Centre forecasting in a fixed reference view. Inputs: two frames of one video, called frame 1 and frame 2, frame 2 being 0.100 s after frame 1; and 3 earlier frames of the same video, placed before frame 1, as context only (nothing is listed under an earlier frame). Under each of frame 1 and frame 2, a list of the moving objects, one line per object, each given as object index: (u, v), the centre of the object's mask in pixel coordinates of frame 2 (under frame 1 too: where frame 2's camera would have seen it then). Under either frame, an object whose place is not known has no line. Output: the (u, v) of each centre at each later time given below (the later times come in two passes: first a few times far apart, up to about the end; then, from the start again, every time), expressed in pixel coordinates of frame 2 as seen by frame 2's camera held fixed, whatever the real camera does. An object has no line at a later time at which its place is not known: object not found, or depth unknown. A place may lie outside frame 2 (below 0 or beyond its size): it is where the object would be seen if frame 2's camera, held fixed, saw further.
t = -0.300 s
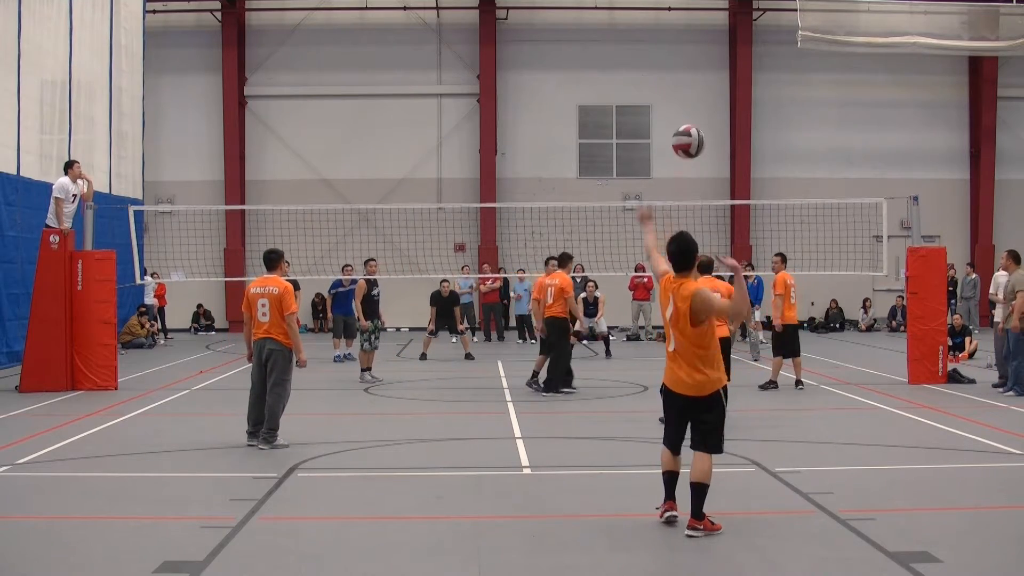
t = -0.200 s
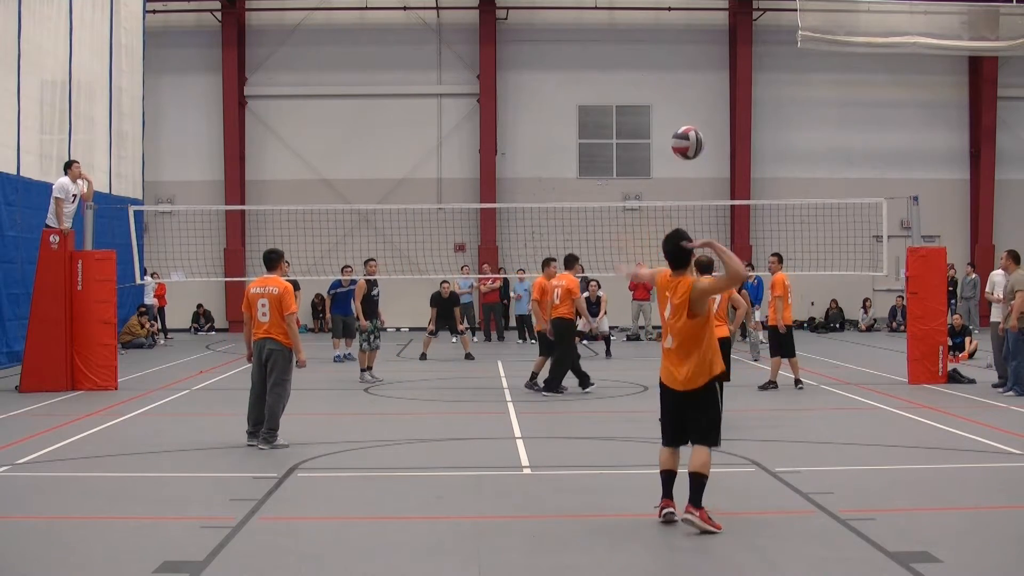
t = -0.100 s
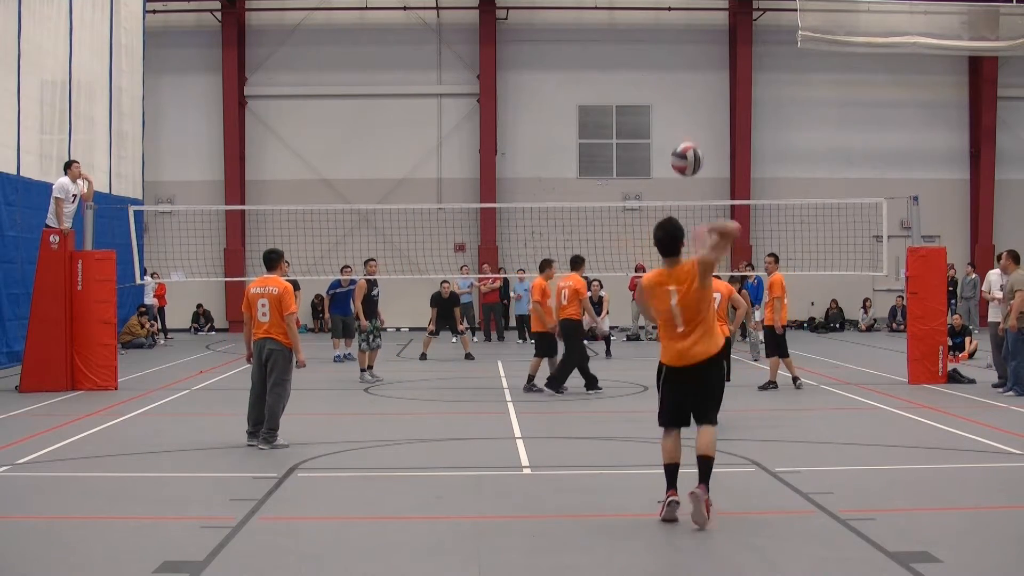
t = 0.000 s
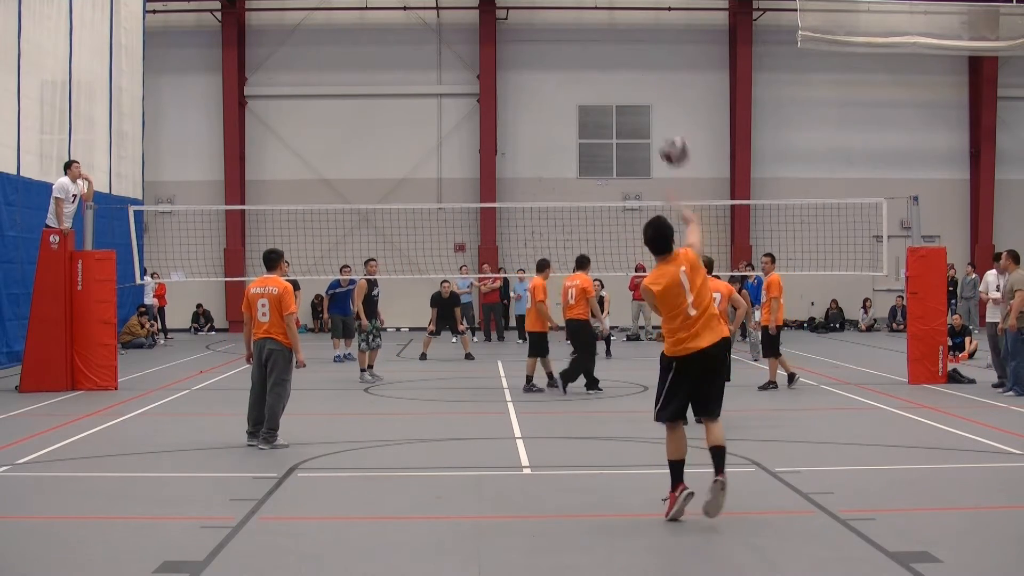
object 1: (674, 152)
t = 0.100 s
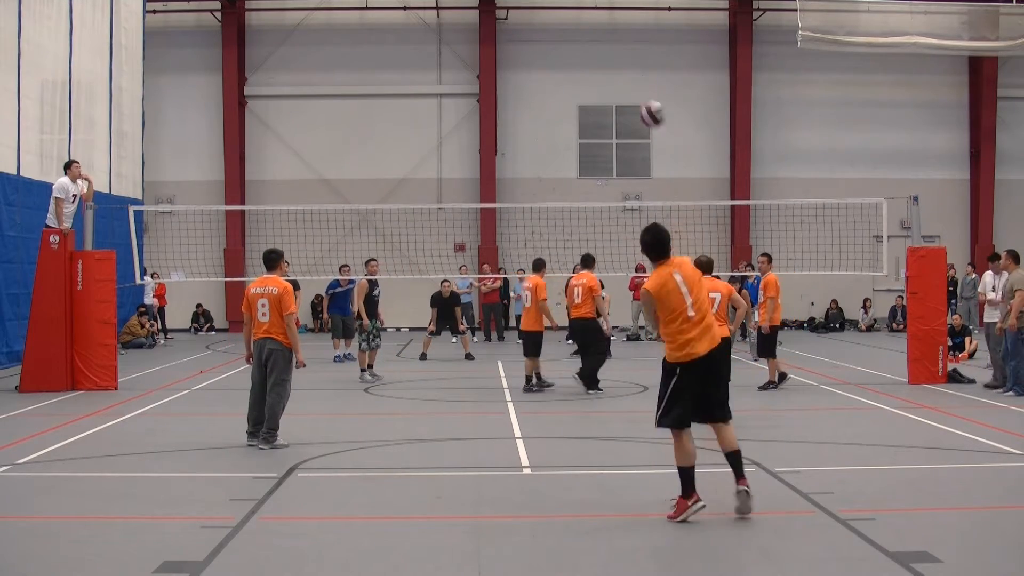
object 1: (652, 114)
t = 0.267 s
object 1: (627, 91)
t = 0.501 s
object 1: (608, 96)
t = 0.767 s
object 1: (603, 141)
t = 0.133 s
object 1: (646, 106)
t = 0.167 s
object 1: (640, 99)
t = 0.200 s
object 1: (636, 97)
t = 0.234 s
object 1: (632, 93)
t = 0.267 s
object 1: (627, 91)
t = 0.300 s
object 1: (624, 90)
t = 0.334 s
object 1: (620, 89)
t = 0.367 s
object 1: (617, 89)
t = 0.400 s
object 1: (614, 89)
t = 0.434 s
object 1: (612, 91)
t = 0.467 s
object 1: (610, 93)
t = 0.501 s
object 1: (608, 96)
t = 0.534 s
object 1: (607, 100)
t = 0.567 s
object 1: (606, 104)
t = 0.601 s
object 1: (606, 110)
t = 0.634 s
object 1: (605, 115)
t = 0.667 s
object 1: (605, 121)
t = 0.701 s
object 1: (604, 128)
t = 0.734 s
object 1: (603, 135)
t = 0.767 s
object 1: (603, 141)
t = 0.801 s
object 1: (602, 148)
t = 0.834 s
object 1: (602, 157)
